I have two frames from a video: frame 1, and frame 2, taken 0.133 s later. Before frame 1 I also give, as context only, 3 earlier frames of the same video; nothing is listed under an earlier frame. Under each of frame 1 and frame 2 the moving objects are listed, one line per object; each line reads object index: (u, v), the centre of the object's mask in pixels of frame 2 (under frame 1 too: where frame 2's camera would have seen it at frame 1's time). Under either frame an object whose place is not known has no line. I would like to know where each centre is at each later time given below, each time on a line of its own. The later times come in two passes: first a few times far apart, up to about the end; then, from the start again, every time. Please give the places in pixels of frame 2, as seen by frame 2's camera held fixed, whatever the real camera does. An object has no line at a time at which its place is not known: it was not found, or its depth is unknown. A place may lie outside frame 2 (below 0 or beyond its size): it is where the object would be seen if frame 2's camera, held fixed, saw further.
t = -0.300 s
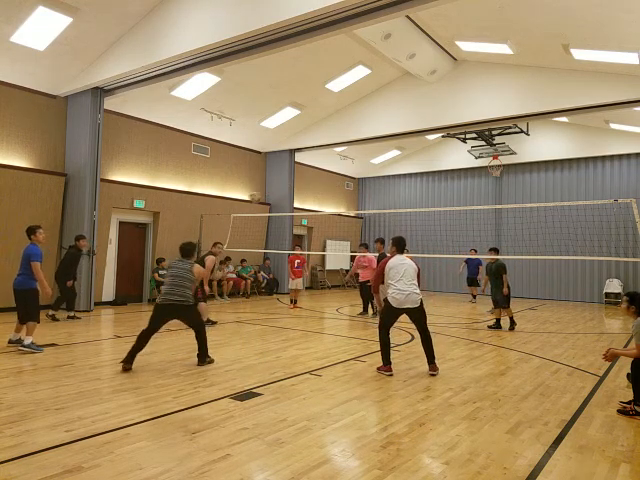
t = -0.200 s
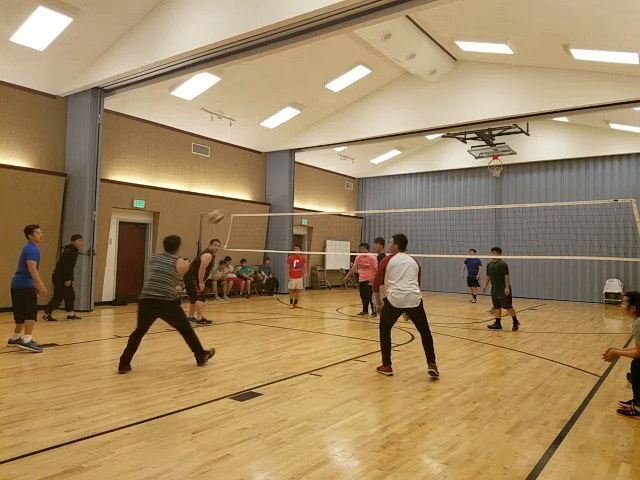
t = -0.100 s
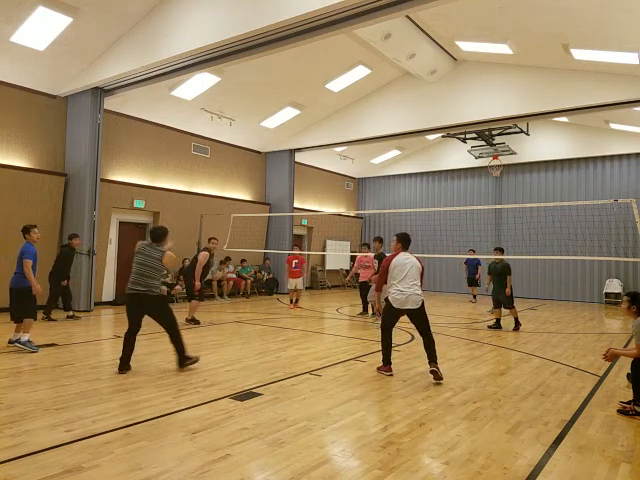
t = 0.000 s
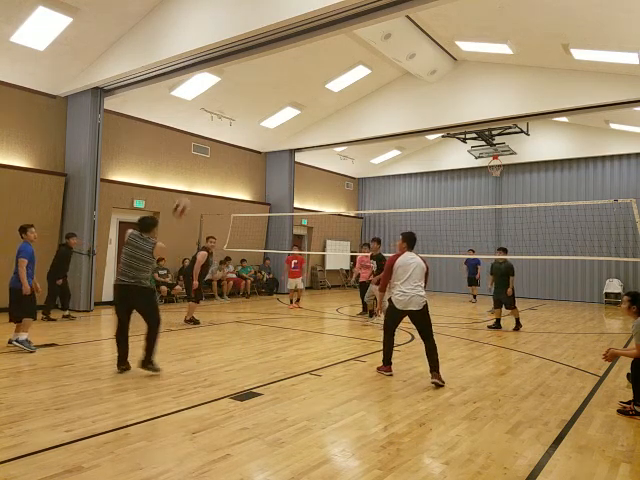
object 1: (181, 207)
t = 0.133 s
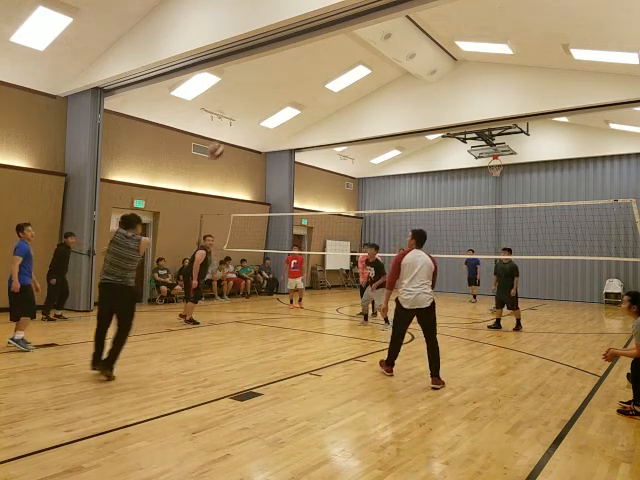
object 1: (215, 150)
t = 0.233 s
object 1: (237, 121)
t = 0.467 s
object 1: (282, 84)
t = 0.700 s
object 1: (320, 86)
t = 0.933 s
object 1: (353, 119)
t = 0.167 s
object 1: (222, 140)
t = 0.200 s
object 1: (229, 130)
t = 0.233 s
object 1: (237, 121)
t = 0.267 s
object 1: (244, 113)
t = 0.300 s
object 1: (250, 106)
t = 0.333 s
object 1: (258, 100)
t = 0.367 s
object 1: (264, 95)
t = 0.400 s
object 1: (270, 91)
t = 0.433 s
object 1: (276, 87)
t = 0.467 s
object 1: (282, 84)
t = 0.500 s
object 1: (288, 82)
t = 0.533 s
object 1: (294, 81)
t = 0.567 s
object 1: (299, 81)
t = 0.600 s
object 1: (304, 81)
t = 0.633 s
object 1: (310, 82)
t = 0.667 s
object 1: (315, 83)
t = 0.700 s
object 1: (320, 86)
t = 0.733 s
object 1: (325, 89)
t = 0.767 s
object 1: (330, 92)
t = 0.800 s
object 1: (335, 97)
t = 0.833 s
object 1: (339, 101)
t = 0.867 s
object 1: (345, 107)
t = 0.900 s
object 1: (349, 113)
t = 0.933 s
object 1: (353, 119)
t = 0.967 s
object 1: (357, 126)
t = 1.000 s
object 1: (361, 134)
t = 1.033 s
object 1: (366, 141)
